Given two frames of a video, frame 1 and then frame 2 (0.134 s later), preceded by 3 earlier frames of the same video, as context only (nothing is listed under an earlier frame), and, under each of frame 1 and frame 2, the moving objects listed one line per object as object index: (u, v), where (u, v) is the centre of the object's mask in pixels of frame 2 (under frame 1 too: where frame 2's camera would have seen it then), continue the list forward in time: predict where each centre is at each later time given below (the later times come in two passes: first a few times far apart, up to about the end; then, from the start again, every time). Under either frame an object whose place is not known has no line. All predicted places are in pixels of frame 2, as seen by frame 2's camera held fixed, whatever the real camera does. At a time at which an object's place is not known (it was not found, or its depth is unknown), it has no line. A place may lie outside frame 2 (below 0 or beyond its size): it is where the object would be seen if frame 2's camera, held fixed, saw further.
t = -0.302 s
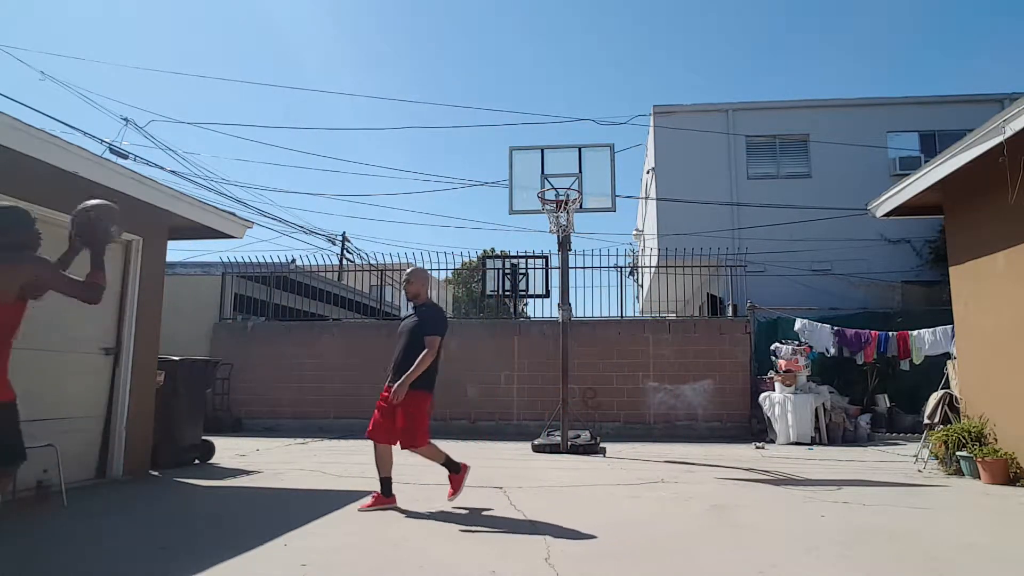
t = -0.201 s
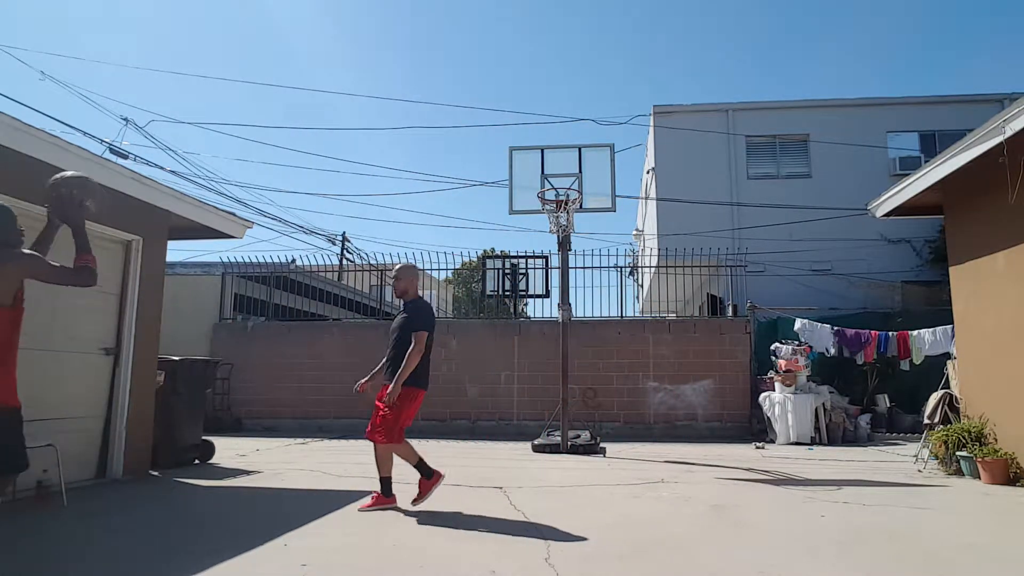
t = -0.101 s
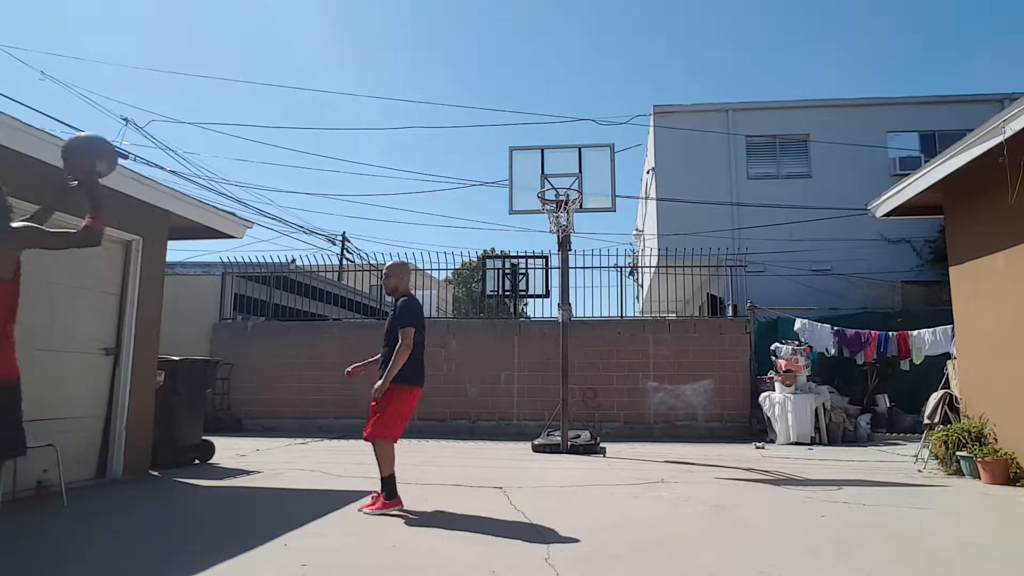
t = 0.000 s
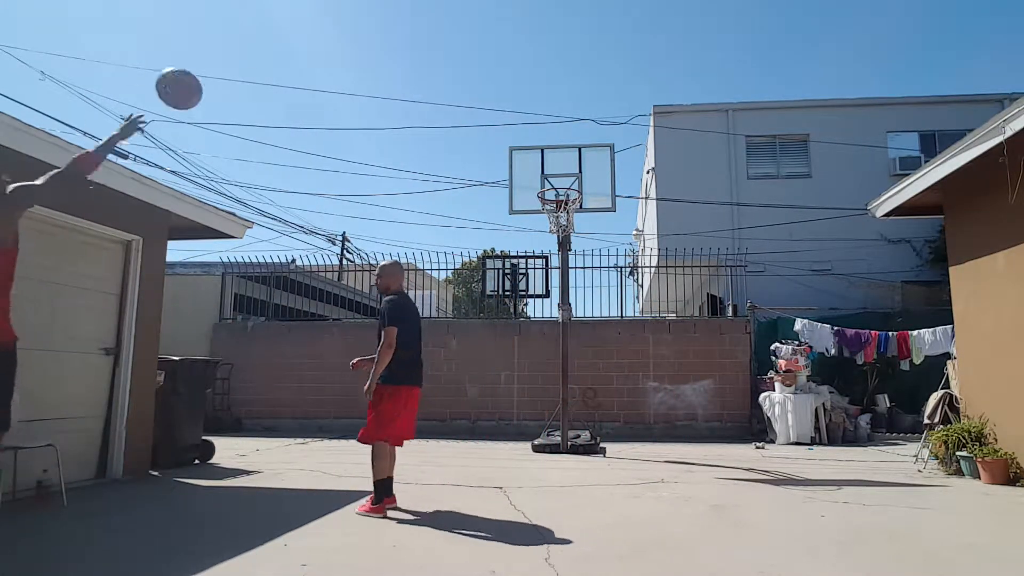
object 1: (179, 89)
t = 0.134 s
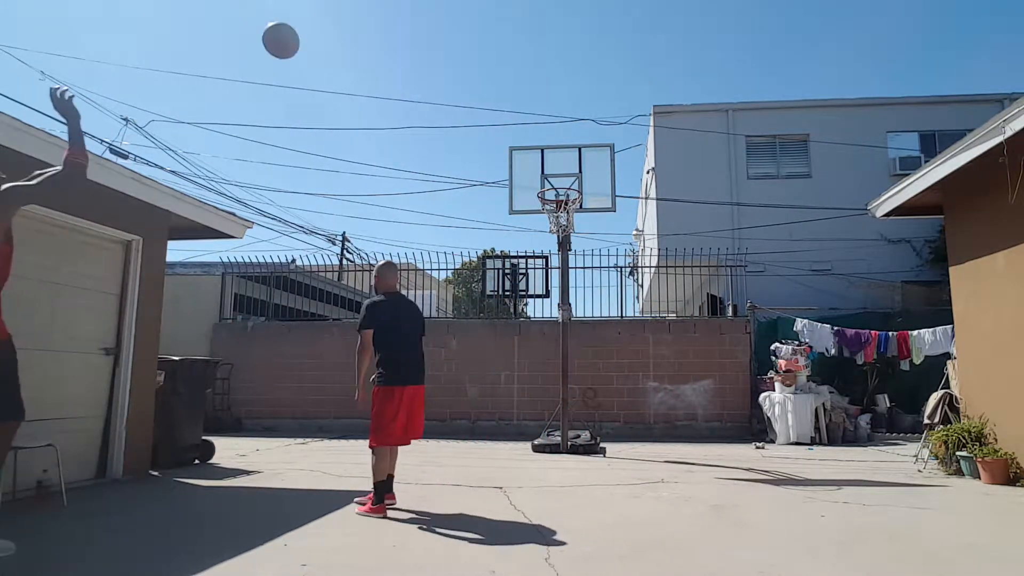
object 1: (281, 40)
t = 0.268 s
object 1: (356, 25)
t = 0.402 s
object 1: (414, 32)
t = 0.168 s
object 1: (302, 34)
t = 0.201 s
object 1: (321, 30)
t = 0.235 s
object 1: (339, 27)
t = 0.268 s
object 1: (356, 25)
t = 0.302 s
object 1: (372, 25)
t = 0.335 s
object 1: (387, 26)
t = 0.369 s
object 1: (401, 28)
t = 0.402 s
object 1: (414, 32)
